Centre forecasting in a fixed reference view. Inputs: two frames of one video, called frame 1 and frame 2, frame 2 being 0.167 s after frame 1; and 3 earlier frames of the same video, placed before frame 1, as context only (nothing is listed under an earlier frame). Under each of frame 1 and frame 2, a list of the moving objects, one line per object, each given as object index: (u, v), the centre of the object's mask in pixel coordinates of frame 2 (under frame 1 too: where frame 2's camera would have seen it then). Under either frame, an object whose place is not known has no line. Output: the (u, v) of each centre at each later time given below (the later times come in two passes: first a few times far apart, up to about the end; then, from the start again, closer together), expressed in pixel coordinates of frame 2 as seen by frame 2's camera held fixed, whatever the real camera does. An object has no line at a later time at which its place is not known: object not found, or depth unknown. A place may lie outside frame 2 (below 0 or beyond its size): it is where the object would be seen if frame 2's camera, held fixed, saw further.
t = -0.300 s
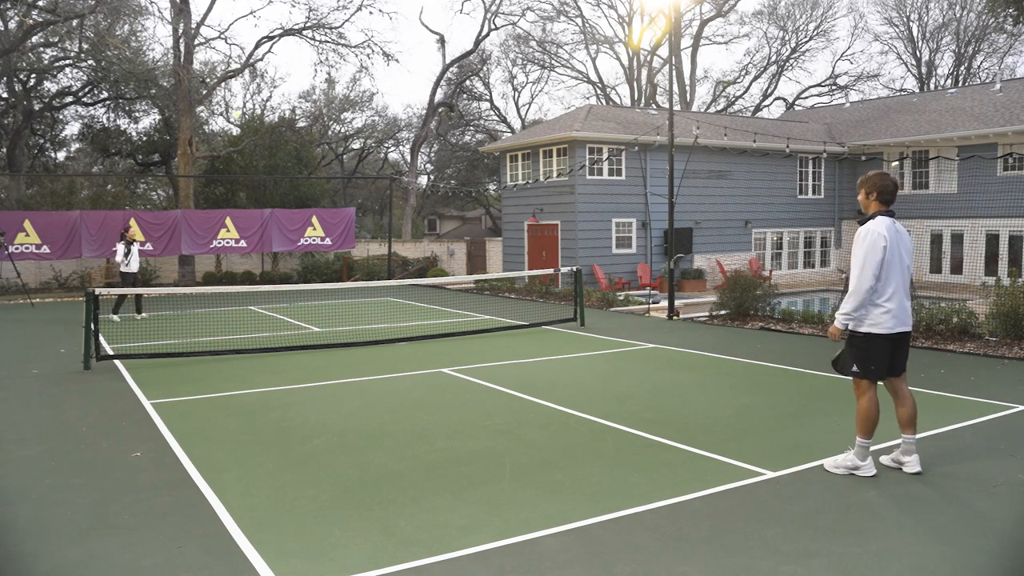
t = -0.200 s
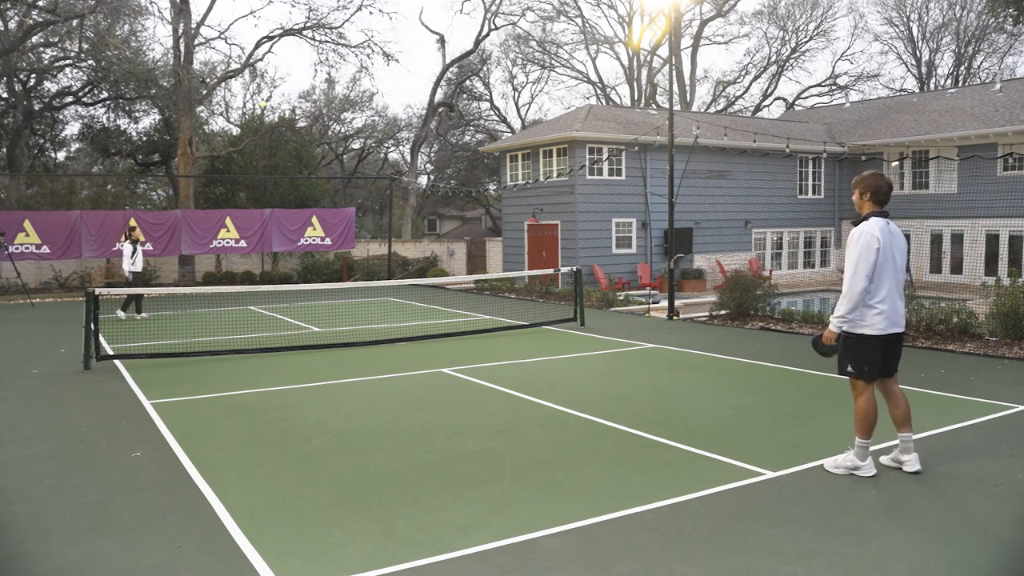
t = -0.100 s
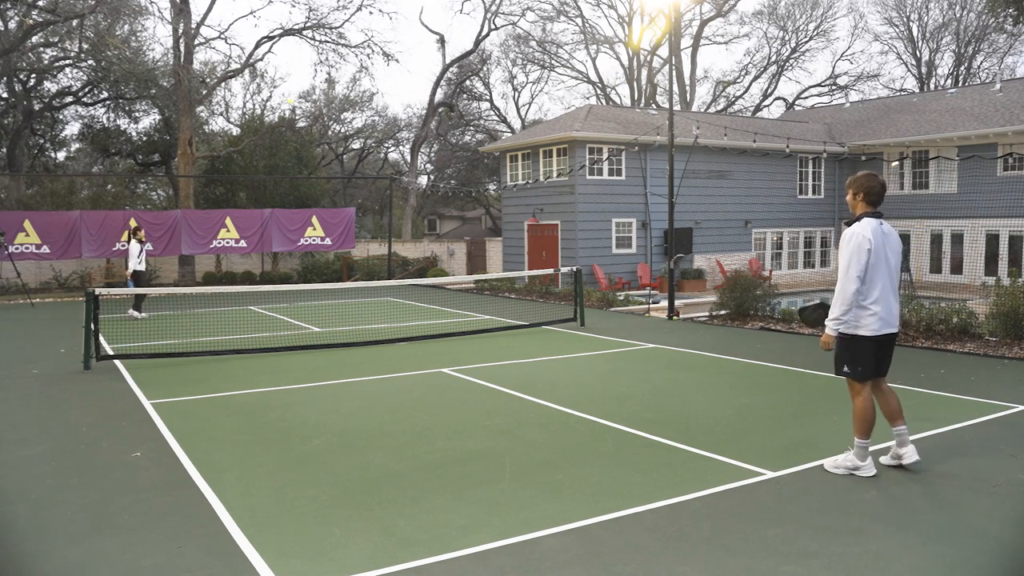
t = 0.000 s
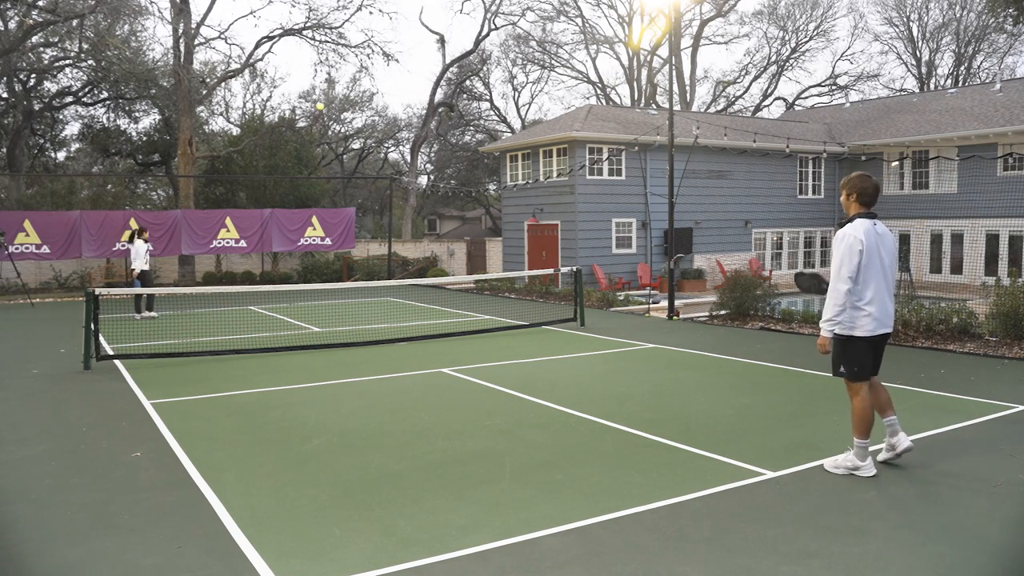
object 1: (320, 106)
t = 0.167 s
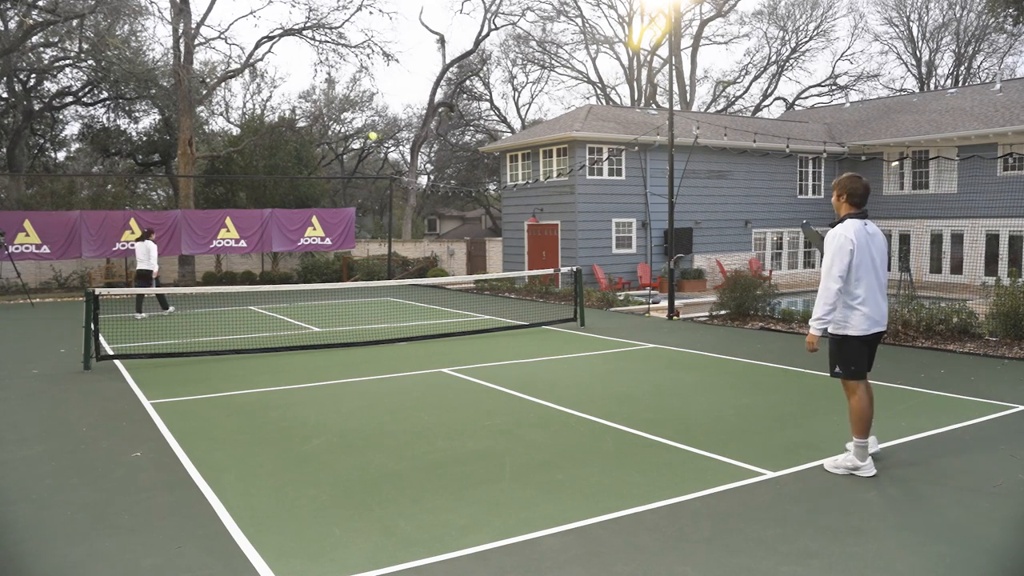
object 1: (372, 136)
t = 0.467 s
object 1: (478, 263)
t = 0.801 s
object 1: (581, 323)
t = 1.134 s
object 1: (672, 282)
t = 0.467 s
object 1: (478, 263)
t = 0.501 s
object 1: (490, 284)
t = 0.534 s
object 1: (502, 305)
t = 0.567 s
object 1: (514, 328)
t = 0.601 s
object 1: (526, 353)
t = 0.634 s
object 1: (539, 379)
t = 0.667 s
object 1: (548, 372)
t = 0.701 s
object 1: (556, 358)
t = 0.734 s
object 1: (564, 345)
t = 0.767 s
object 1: (573, 334)
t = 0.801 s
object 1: (581, 323)
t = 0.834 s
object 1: (590, 314)
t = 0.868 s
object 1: (598, 305)
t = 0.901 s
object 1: (607, 298)
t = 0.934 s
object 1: (616, 292)
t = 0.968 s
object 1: (625, 287)
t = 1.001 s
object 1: (634, 284)
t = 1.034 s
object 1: (644, 281)
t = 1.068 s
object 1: (653, 281)
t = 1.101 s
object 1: (662, 281)
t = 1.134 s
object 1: (672, 282)
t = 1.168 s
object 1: (681, 285)
